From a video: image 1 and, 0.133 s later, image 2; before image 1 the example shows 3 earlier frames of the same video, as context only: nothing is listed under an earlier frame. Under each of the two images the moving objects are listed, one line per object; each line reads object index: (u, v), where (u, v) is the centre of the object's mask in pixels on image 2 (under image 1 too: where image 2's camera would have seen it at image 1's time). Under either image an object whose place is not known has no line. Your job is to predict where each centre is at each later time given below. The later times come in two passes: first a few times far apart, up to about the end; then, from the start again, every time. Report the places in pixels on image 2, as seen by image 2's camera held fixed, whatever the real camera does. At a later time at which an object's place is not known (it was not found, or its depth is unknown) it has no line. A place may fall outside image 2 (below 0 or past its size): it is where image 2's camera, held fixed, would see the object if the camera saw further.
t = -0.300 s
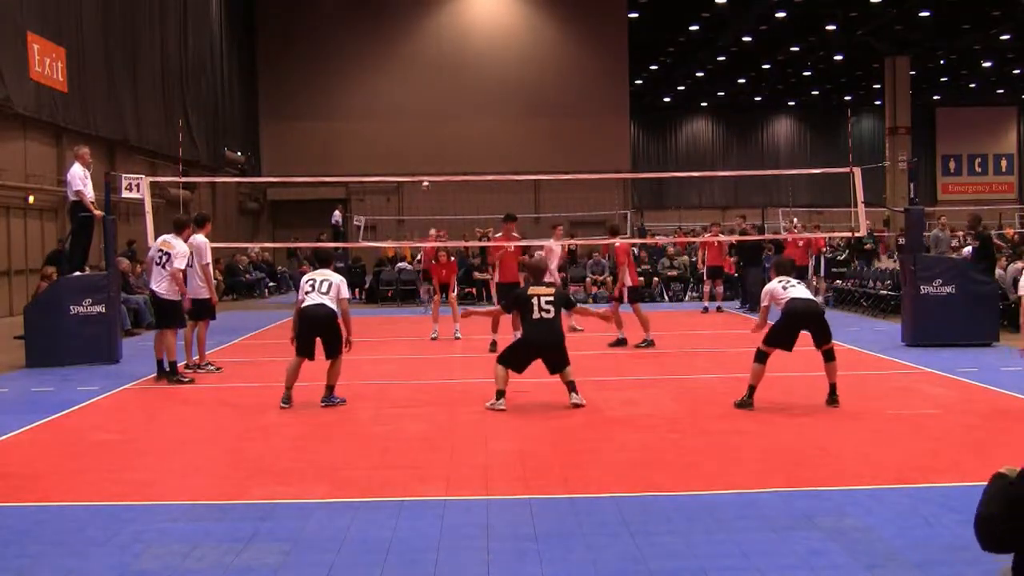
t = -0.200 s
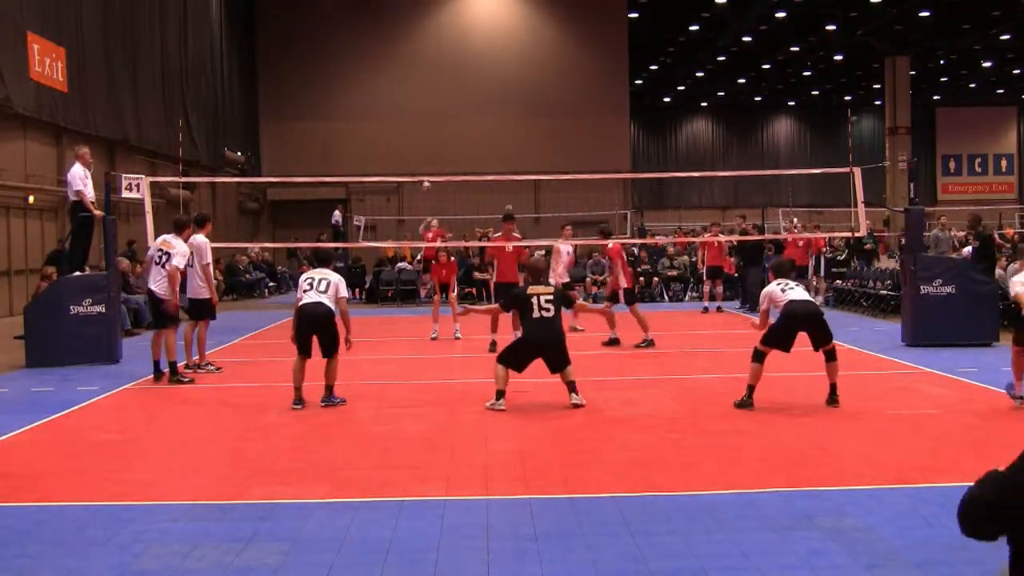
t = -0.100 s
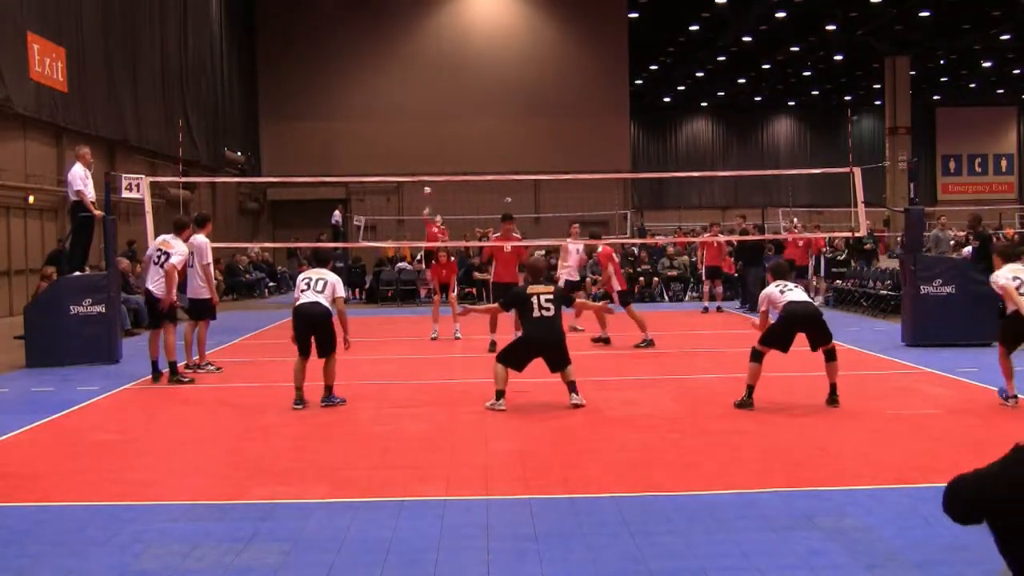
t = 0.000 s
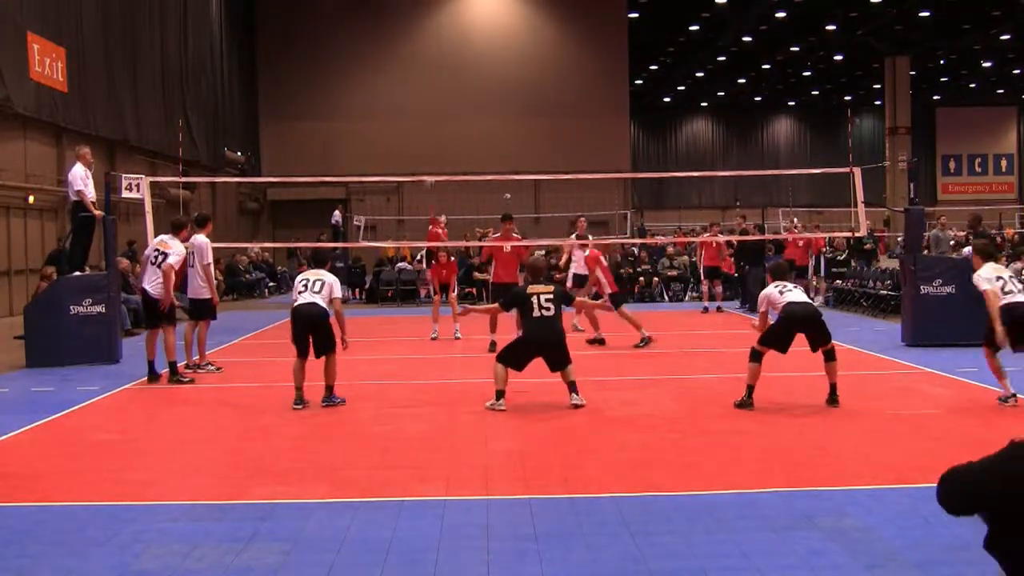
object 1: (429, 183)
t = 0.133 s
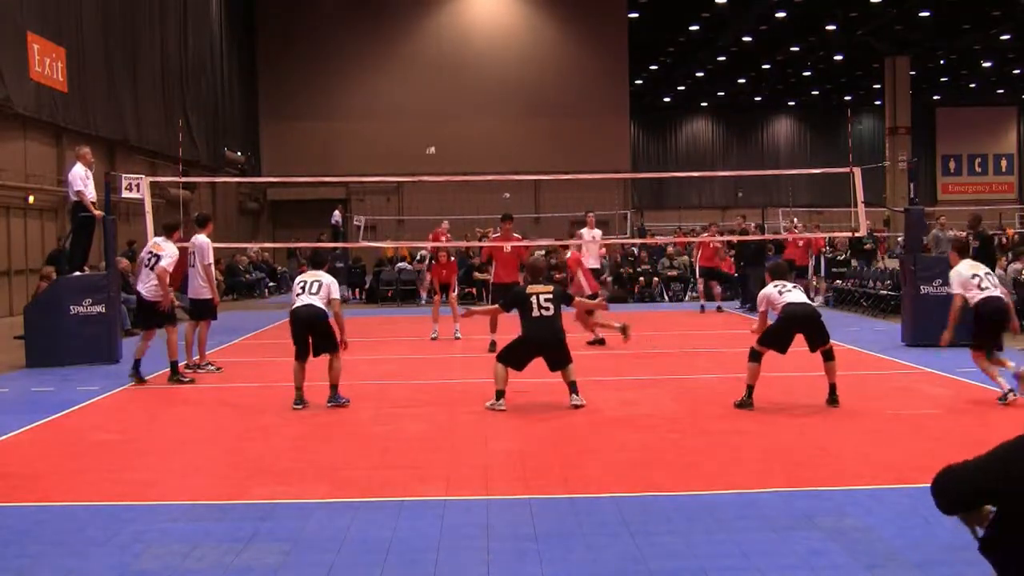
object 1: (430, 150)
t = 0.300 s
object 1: (434, 123)
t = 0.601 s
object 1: (435, 106)
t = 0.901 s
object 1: (427, 161)
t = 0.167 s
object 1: (431, 145)
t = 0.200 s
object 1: (432, 139)
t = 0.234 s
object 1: (432, 133)
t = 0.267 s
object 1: (434, 128)
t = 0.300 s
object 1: (434, 123)
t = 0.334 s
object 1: (434, 119)
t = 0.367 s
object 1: (436, 115)
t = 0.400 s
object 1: (436, 111)
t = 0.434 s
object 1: (436, 109)
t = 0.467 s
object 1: (436, 107)
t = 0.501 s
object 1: (435, 106)
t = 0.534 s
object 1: (435, 105)
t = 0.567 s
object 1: (434, 105)
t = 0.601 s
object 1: (435, 106)
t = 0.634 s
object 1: (434, 108)
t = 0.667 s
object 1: (433, 110)
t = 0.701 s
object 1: (433, 112)
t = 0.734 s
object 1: (433, 116)
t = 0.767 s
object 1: (432, 122)
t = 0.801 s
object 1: (430, 130)
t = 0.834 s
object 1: (429, 141)
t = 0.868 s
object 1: (427, 151)
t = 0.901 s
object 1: (427, 161)
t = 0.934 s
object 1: (426, 174)
